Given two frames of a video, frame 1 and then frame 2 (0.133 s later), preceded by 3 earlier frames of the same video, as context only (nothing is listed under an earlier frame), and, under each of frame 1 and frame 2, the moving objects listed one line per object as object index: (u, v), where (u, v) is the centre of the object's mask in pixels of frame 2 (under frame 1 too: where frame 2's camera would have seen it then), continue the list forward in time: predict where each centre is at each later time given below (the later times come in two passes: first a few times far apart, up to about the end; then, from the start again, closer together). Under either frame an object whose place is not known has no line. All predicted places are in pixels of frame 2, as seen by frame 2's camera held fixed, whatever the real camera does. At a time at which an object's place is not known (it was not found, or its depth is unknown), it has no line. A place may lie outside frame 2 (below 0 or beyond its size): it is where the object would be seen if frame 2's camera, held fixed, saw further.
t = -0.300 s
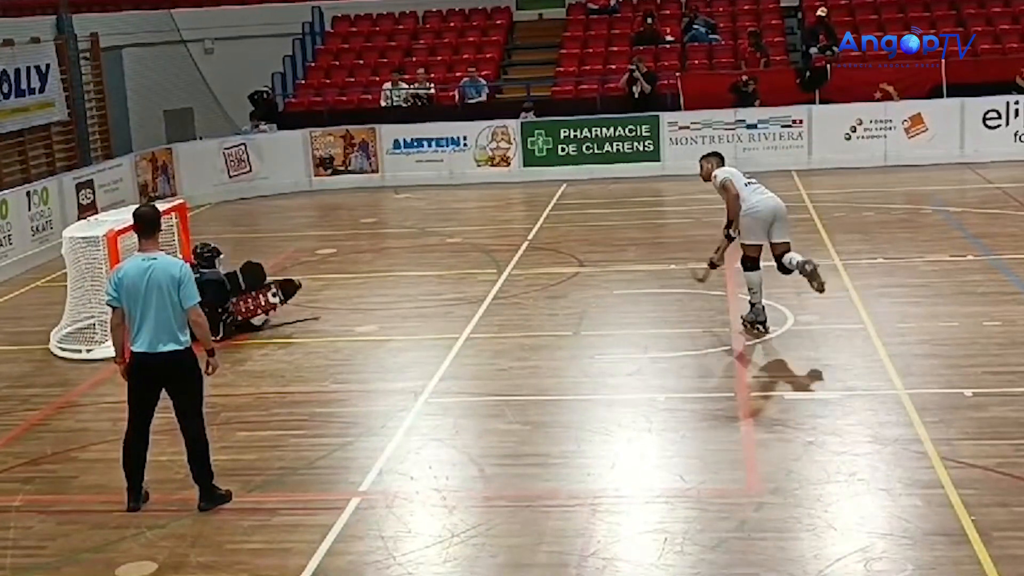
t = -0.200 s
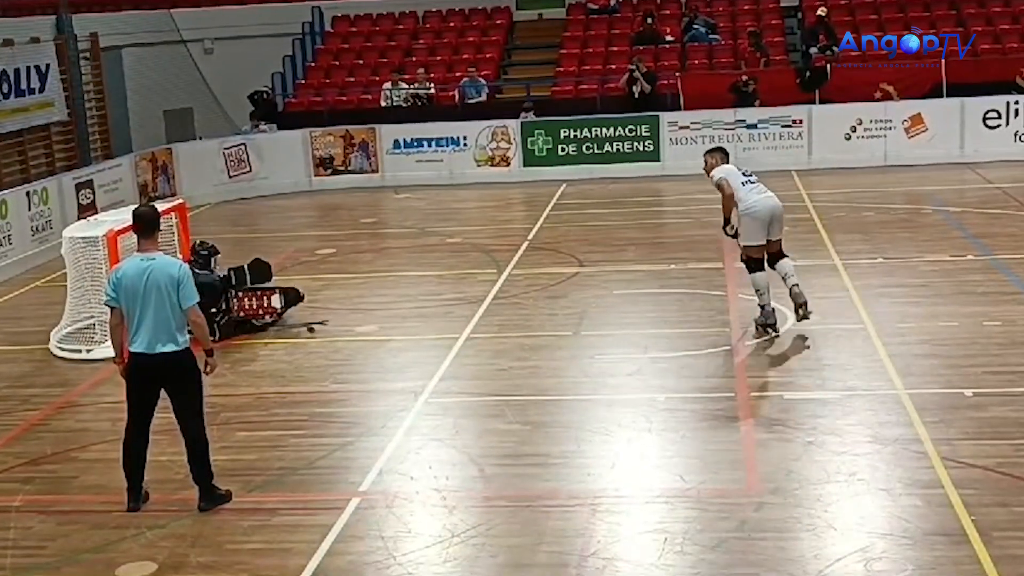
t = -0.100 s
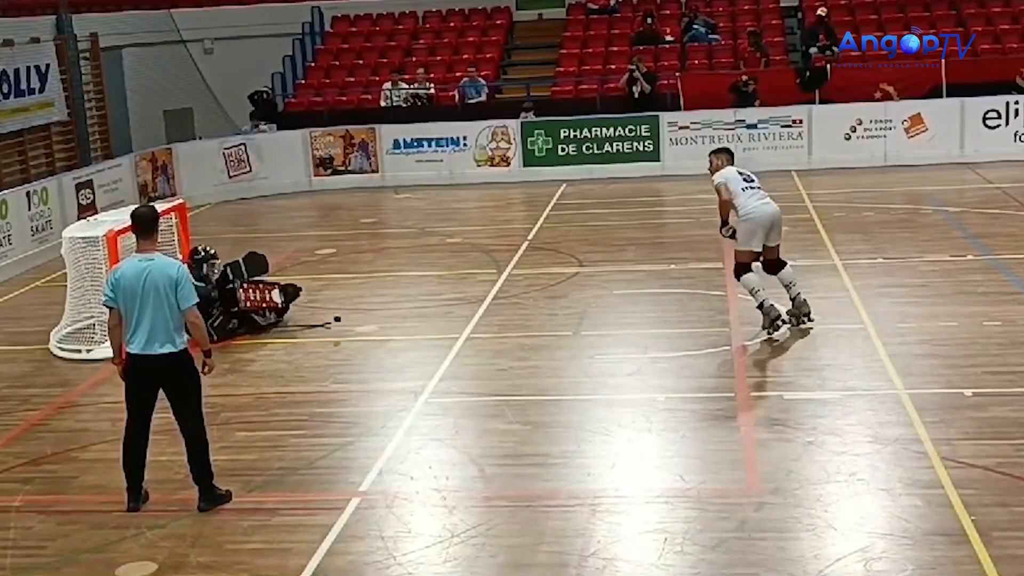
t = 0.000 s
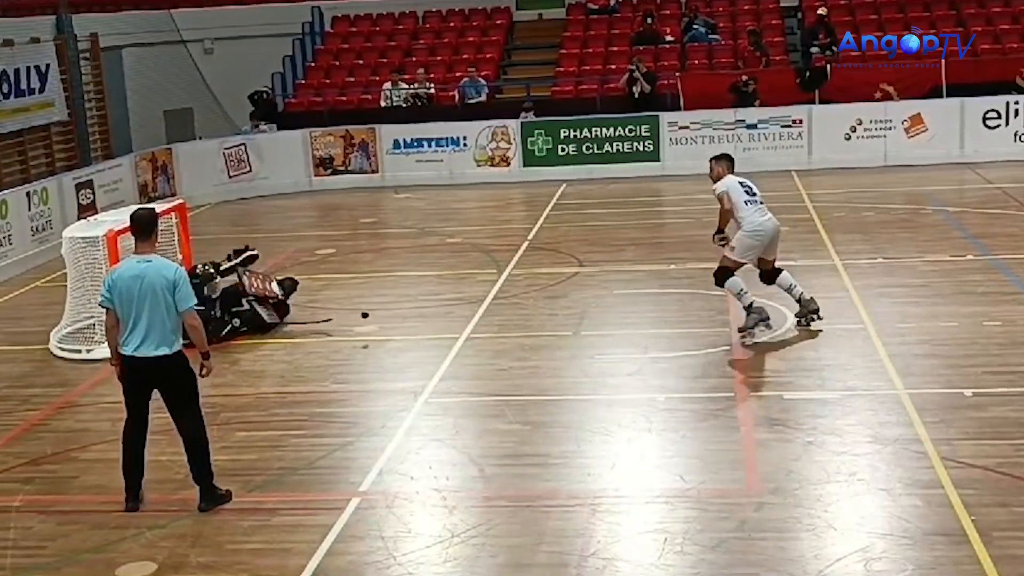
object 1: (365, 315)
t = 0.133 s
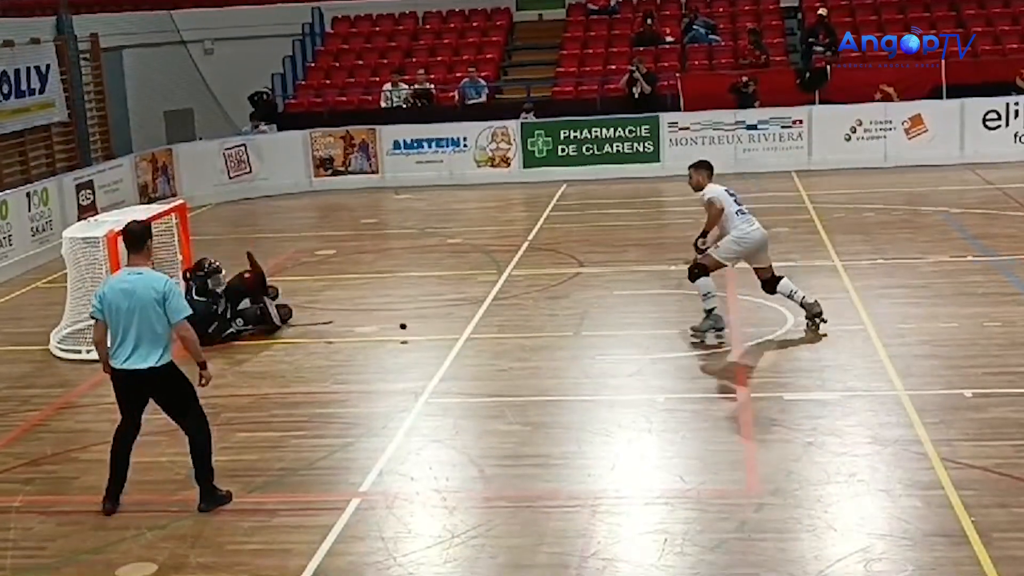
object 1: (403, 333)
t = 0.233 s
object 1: (429, 334)
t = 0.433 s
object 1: (472, 334)
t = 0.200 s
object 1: (421, 335)
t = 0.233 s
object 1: (429, 334)
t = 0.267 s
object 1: (437, 334)
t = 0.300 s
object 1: (445, 334)
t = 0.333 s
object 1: (452, 334)
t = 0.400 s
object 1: (467, 334)
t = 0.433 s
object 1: (472, 334)
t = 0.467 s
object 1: (478, 334)
